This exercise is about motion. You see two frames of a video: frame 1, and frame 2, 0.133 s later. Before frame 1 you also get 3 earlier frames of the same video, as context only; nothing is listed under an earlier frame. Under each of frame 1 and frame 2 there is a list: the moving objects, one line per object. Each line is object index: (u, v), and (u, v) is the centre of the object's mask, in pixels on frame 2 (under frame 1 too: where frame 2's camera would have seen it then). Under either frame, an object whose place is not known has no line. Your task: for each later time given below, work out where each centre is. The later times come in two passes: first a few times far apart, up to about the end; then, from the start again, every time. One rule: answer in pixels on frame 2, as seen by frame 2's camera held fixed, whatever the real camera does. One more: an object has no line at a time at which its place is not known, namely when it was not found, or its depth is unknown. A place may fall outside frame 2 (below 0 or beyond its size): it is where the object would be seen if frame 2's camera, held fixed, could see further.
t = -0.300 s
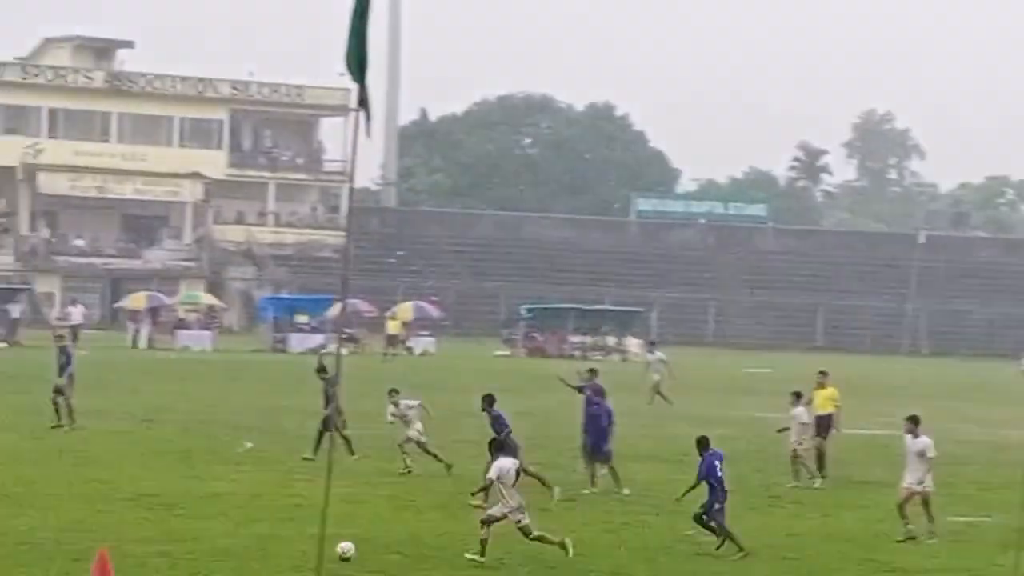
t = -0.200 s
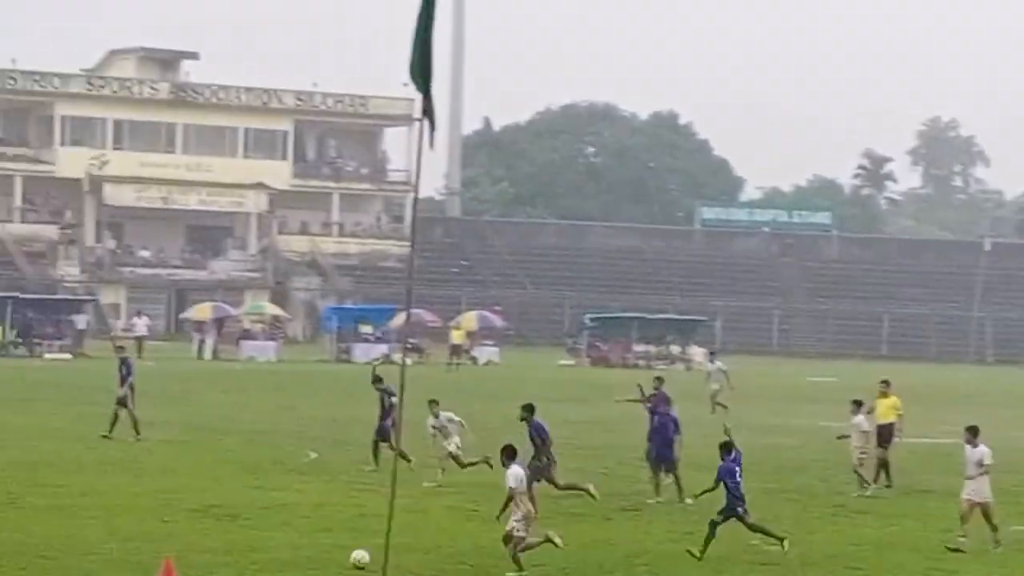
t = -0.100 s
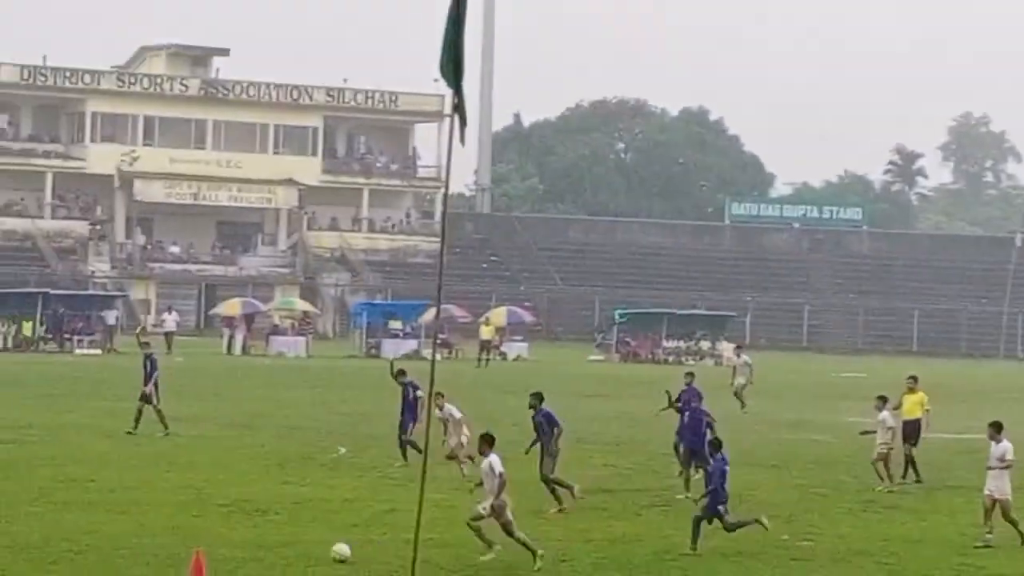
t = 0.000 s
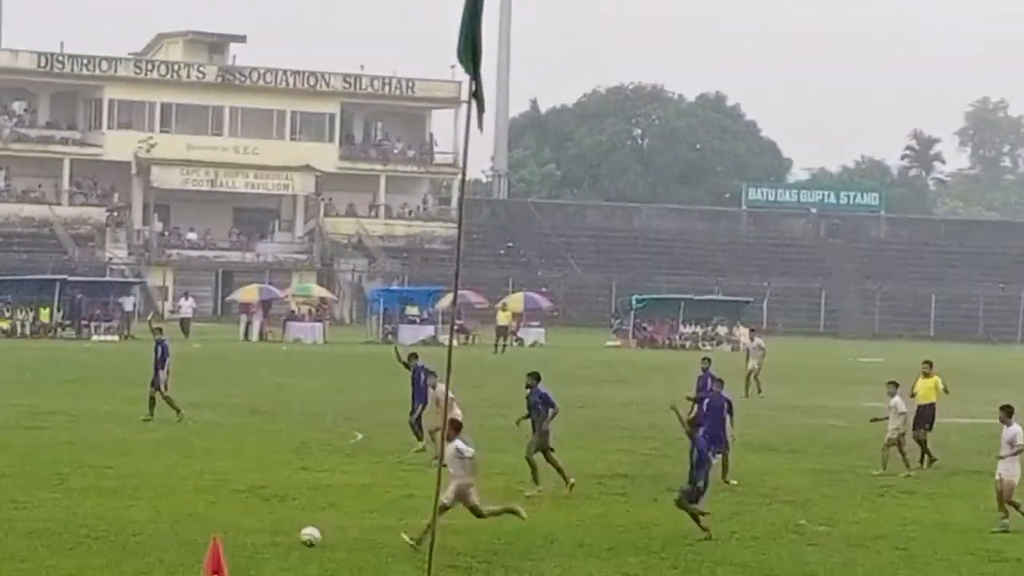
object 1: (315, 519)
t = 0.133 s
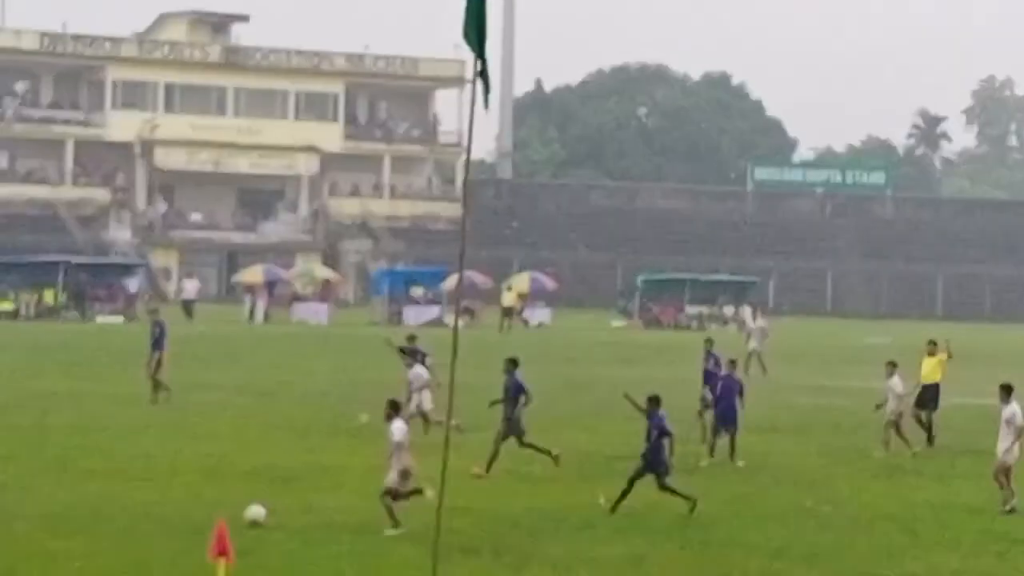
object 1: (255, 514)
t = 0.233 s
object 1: (208, 516)
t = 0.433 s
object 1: (124, 513)
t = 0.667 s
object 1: (26, 511)
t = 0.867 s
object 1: (-57, 511)
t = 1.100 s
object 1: (-149, 510)
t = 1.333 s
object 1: (-233, 507)
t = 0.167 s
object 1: (240, 516)
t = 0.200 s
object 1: (223, 515)
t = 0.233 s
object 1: (208, 516)
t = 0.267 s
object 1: (195, 514)
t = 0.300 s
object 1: (180, 514)
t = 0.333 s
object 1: (166, 514)
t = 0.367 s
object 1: (151, 513)
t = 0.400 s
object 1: (138, 513)
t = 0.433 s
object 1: (124, 513)
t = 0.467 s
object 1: (109, 512)
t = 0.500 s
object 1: (95, 512)
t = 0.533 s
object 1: (81, 511)
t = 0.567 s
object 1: (68, 510)
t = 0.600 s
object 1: (53, 509)
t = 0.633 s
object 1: (40, 509)
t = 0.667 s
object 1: (26, 511)
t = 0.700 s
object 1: (12, 511)
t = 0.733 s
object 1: (-3, 511)
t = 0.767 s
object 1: (-17, 511)
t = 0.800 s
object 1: (-30, 512)
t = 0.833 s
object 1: (-43, 511)
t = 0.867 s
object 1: (-57, 511)
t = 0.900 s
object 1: (-71, 512)
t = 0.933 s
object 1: (-83, 510)
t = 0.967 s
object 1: (-96, 507)
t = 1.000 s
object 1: (-107, 506)
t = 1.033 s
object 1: (-119, 507)
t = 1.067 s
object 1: (-133, 508)
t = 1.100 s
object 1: (-149, 510)
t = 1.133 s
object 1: (-162, 511)
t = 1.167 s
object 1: (-176, 510)
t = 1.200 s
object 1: (-185, 508)
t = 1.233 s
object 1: (-198, 508)
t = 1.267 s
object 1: (-210, 508)
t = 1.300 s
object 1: (-221, 507)
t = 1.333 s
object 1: (-233, 507)
